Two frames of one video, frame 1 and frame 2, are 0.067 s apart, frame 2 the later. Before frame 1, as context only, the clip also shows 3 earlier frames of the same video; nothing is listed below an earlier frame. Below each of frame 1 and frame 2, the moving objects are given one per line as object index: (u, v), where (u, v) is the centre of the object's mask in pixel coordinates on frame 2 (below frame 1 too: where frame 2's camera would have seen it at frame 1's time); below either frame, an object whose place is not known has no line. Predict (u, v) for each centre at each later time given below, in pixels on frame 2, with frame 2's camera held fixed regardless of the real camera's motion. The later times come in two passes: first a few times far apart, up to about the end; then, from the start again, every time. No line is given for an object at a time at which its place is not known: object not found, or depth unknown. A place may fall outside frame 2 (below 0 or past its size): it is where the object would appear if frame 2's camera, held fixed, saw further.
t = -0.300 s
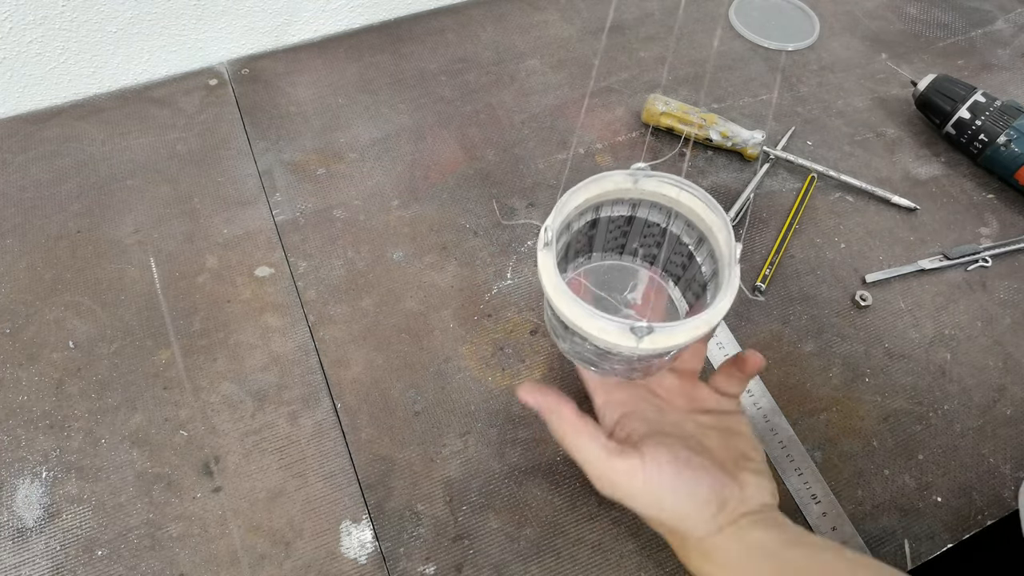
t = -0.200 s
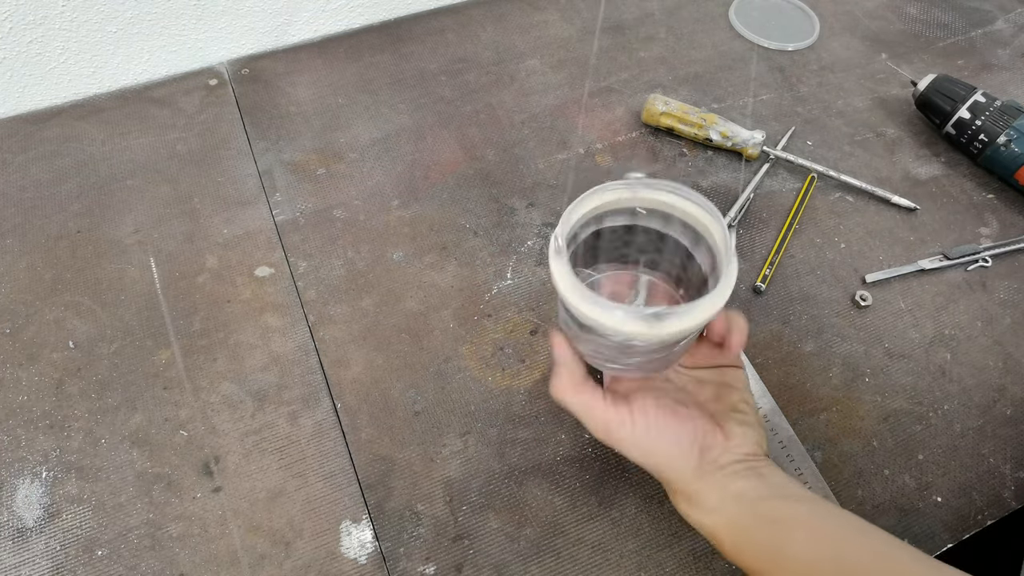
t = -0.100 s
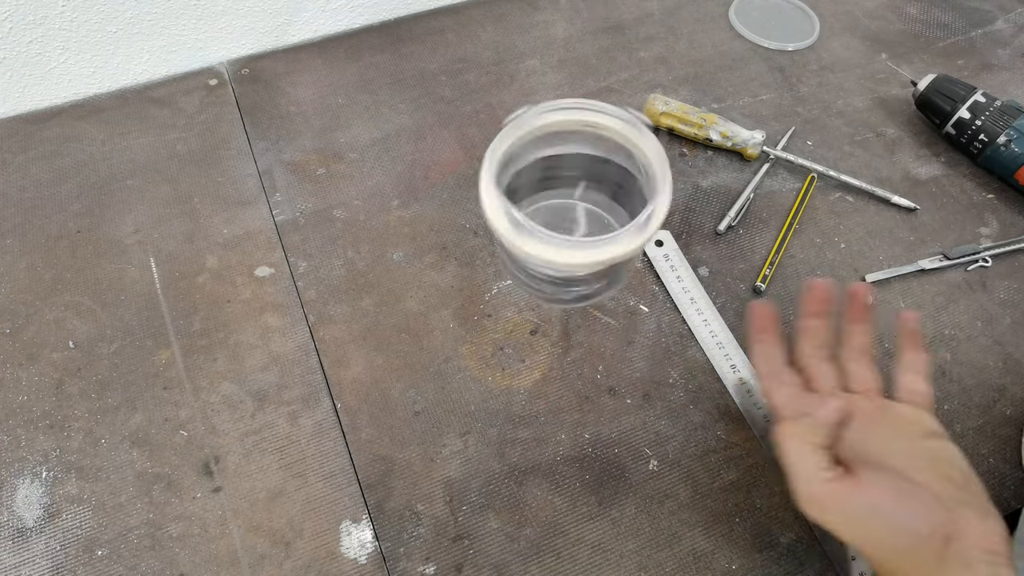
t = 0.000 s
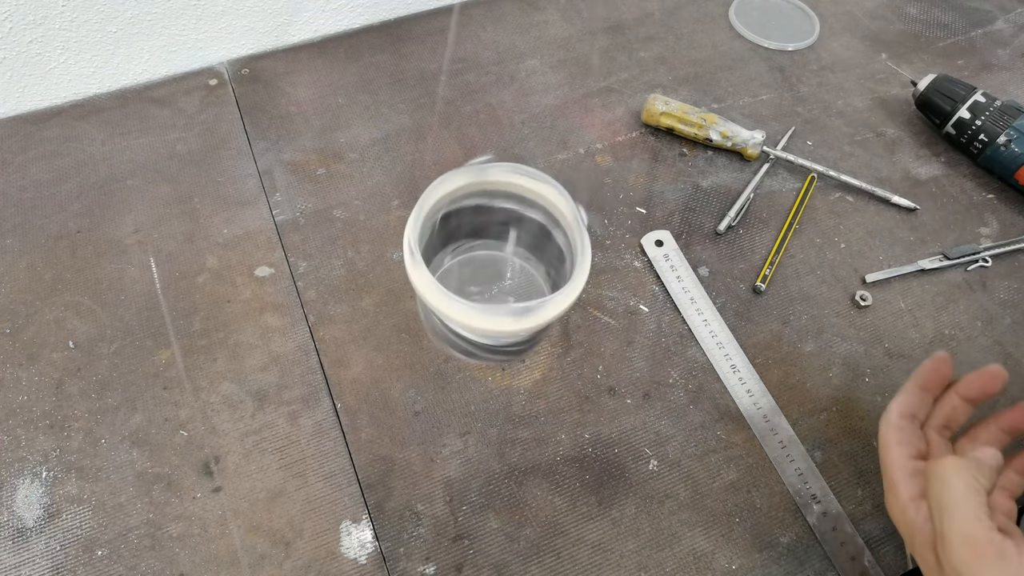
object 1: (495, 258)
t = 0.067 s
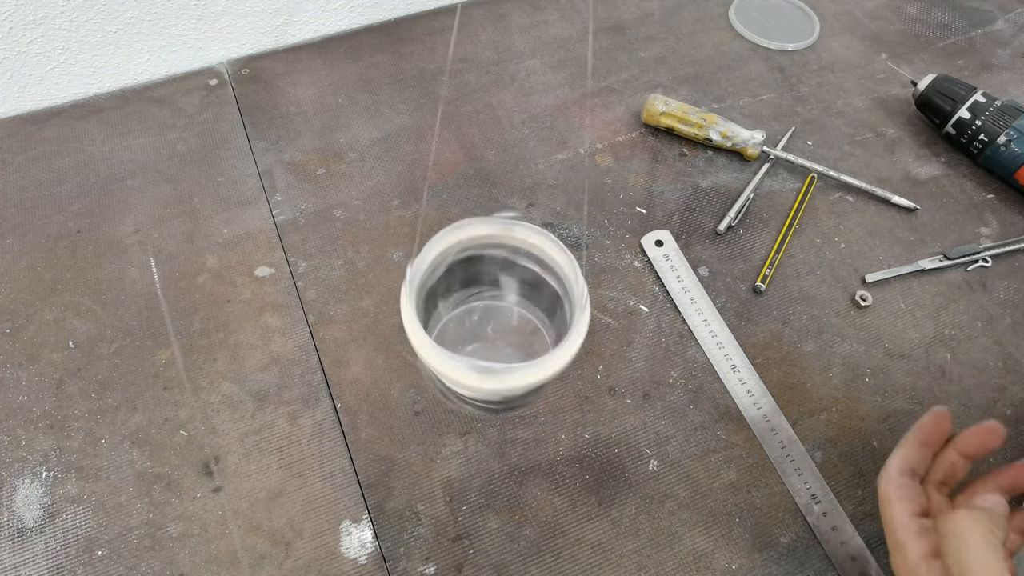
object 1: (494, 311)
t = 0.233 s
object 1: (567, 364)
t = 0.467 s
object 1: (541, 336)
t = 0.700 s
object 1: (545, 364)
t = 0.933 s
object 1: (530, 343)
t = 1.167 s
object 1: (532, 356)
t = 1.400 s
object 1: (531, 341)
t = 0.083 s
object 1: (504, 326)
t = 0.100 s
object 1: (510, 334)
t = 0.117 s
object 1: (514, 342)
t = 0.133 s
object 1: (522, 351)
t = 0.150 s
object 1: (535, 359)
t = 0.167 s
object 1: (544, 359)
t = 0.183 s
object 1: (547, 360)
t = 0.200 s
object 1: (552, 363)
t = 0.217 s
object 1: (561, 366)
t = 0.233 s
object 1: (567, 364)
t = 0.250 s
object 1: (566, 362)
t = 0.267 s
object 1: (565, 361)
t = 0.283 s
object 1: (567, 363)
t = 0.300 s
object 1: (569, 360)
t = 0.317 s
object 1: (566, 354)
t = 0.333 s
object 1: (559, 349)
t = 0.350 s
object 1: (556, 347)
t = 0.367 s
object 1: (556, 346)
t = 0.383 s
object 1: (554, 340)
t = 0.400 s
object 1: (547, 336)
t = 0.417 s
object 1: (542, 336)
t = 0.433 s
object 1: (542, 338)
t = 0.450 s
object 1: (544, 337)
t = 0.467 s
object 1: (541, 336)
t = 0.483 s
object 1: (538, 338)
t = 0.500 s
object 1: (539, 342)
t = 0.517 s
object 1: (543, 345)
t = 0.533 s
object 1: (545, 345)
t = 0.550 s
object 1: (543, 346)
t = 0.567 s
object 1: (542, 351)
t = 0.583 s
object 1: (546, 357)
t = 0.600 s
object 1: (550, 359)
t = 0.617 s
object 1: (549, 360)
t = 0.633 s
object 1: (546, 362)
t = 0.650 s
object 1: (547, 366)
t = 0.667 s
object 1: (550, 368)
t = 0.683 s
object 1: (549, 366)
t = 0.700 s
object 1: (545, 364)
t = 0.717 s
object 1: (541, 366)
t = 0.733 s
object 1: (542, 367)
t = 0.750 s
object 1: (543, 365)
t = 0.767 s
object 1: (540, 362)
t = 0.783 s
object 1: (535, 359)
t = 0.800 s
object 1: (533, 359)
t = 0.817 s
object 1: (535, 358)
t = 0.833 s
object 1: (535, 353)
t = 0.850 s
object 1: (531, 348)
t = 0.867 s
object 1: (529, 347)
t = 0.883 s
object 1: (530, 348)
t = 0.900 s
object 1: (533, 347)
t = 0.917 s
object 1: (533, 343)
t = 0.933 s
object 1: (530, 343)
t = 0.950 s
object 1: (529, 345)
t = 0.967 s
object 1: (531, 348)
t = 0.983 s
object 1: (535, 348)
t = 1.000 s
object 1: (534, 349)
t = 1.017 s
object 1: (531, 350)
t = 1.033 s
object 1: (531, 354)
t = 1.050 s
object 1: (534, 358)
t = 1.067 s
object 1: (537, 357)
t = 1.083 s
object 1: (535, 357)
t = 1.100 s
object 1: (532, 358)
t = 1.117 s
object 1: (532, 361)
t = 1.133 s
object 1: (534, 362)
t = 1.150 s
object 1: (535, 359)
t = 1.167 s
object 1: (532, 356)
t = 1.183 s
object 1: (528, 354)
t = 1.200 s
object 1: (528, 355)
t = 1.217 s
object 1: (530, 354)
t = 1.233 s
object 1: (530, 350)
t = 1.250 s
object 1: (527, 346)
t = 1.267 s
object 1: (524, 345)
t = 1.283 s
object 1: (525, 346)
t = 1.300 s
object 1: (528, 346)
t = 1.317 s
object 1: (528, 342)
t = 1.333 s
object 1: (526, 341)
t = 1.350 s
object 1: (524, 341)
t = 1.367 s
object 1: (526, 343)
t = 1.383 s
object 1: (529, 343)
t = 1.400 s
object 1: (531, 341)
